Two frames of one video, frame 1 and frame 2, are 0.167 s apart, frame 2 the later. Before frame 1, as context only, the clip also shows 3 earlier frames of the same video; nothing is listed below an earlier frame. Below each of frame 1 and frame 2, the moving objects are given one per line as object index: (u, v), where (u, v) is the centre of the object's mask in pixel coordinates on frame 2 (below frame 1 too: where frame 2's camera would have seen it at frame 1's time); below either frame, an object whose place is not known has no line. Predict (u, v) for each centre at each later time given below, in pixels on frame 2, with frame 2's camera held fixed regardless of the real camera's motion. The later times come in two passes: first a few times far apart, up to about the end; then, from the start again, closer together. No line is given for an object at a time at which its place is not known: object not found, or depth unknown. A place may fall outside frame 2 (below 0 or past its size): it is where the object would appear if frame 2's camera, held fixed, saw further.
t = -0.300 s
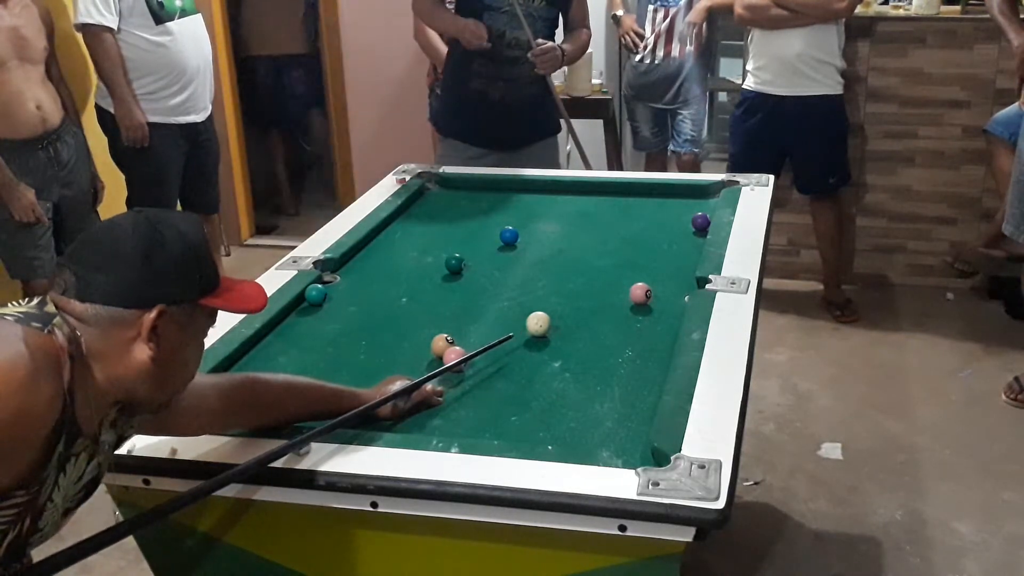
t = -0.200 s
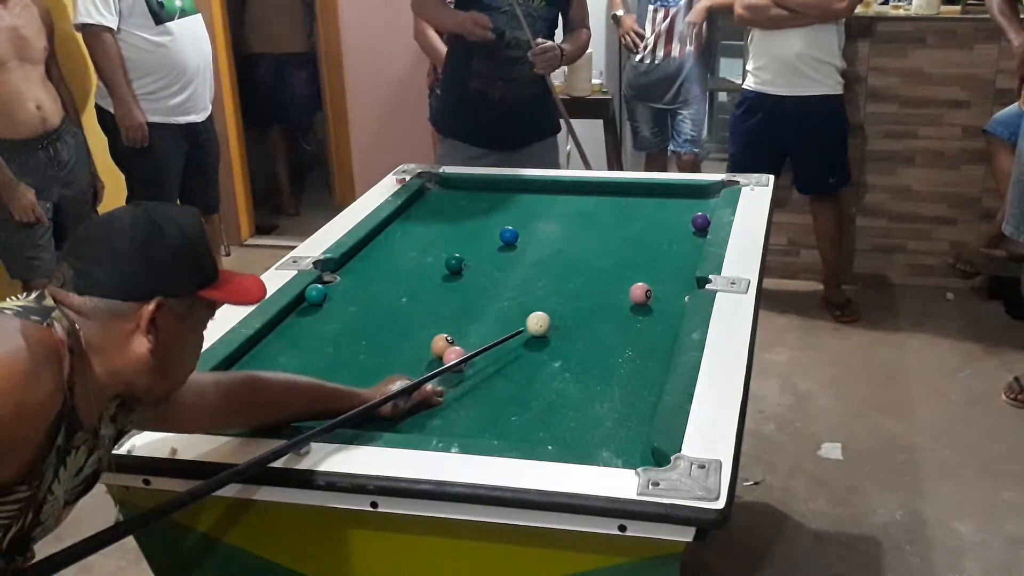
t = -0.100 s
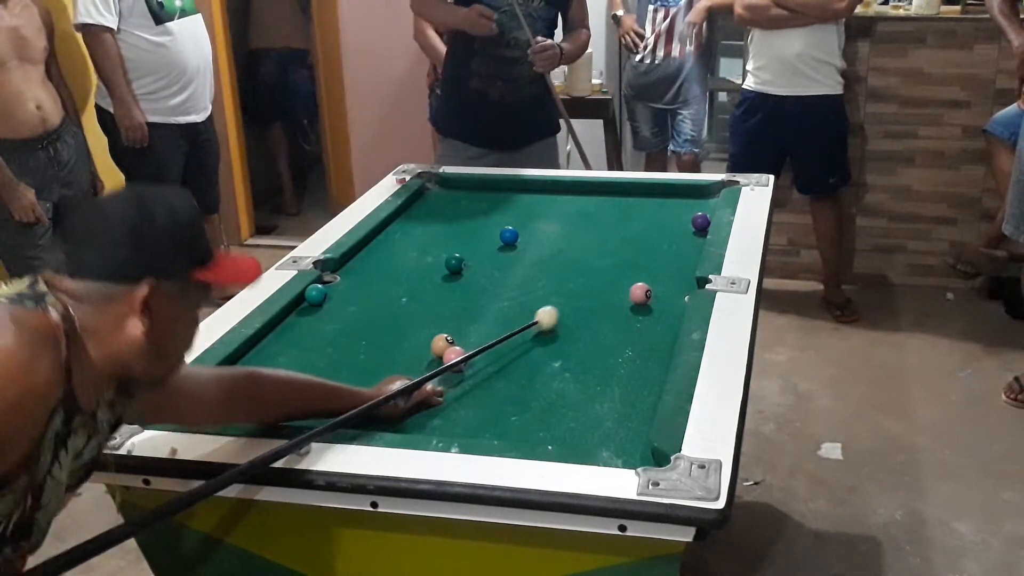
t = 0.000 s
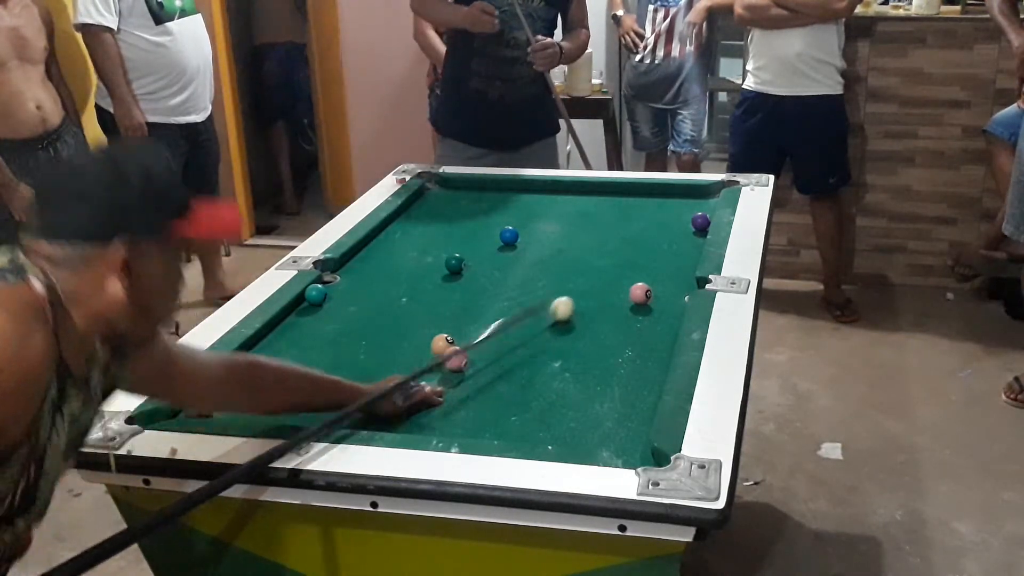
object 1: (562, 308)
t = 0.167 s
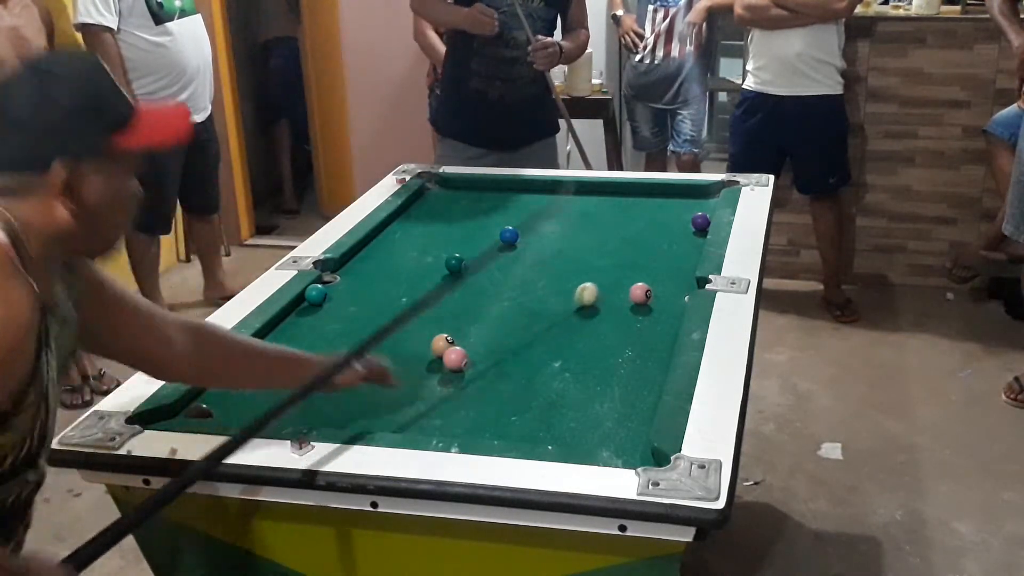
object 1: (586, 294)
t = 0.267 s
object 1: (601, 285)
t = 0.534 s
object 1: (635, 266)
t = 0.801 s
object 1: (664, 248)
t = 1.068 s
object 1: (691, 232)
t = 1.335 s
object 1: (695, 224)
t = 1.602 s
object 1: (688, 221)
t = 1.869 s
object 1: (683, 218)
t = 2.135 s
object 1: (679, 215)
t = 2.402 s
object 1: (678, 214)
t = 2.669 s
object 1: (676, 213)
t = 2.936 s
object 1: (676, 212)
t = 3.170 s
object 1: (676, 213)
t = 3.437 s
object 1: (676, 213)
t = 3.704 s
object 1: (675, 213)
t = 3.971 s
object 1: (676, 213)
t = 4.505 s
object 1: (676, 213)
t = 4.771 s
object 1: (676, 213)
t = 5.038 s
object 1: (676, 213)
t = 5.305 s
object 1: (676, 213)
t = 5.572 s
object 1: (676, 213)
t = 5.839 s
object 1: (676, 213)
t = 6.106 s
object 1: (676, 213)
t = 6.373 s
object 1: (676, 213)
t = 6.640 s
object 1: (676, 213)
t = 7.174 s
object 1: (676, 213)
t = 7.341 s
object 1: (676, 213)
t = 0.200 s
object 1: (591, 291)
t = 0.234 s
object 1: (596, 288)
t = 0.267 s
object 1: (601, 285)
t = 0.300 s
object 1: (605, 283)
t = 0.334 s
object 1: (610, 281)
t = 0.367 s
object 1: (614, 278)
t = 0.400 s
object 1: (618, 276)
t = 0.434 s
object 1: (622, 273)
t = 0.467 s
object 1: (626, 271)
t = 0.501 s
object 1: (630, 268)
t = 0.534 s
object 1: (635, 266)
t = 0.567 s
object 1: (638, 263)
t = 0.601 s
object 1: (642, 261)
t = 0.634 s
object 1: (646, 259)
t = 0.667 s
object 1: (650, 257)
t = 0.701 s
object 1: (653, 254)
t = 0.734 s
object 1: (657, 252)
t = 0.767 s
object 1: (661, 250)
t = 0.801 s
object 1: (664, 248)
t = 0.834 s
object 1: (668, 246)
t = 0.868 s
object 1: (671, 244)
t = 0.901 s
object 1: (675, 242)
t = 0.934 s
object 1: (678, 240)
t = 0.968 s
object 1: (682, 238)
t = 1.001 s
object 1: (685, 236)
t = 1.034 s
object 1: (688, 234)
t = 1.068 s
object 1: (691, 232)
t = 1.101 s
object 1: (695, 230)
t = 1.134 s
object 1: (698, 228)
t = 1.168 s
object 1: (699, 227)
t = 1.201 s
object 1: (698, 226)
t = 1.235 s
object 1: (697, 226)
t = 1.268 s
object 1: (696, 225)
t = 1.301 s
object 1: (696, 225)
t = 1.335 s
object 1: (695, 224)
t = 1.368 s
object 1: (694, 224)
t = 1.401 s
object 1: (693, 223)
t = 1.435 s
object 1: (692, 223)
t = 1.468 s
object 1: (691, 223)
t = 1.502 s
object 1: (690, 222)
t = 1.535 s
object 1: (689, 222)
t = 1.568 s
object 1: (688, 221)
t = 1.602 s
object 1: (688, 221)
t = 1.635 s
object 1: (688, 220)
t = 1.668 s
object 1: (687, 220)
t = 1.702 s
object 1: (686, 220)
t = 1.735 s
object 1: (685, 219)
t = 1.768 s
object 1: (685, 219)
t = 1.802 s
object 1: (684, 219)
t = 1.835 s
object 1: (683, 218)
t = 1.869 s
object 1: (683, 218)
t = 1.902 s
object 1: (682, 218)
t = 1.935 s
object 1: (682, 217)
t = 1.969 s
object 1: (681, 217)
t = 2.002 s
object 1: (681, 217)
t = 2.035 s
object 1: (680, 216)
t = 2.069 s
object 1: (680, 216)
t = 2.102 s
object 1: (680, 216)
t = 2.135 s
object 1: (679, 215)
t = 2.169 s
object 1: (679, 215)
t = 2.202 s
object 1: (679, 215)
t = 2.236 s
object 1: (679, 215)
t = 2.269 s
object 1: (678, 214)
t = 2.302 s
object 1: (678, 214)
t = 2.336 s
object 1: (678, 214)
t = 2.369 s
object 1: (678, 214)
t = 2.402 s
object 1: (678, 214)
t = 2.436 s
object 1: (677, 213)
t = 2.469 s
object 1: (677, 213)
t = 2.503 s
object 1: (677, 213)
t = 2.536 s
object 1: (676, 213)
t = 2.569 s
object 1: (676, 213)
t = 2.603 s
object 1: (676, 213)
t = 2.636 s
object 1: (676, 213)
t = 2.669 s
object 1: (676, 213)
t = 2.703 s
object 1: (676, 213)
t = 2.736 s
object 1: (676, 213)
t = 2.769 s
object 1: (676, 213)
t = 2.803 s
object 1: (676, 212)
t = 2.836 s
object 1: (676, 213)
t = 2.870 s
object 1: (676, 213)
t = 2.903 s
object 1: (676, 213)
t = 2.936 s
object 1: (676, 212)
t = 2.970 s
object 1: (676, 213)
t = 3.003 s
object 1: (676, 213)
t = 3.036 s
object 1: (676, 213)
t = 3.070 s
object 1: (676, 213)
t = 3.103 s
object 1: (676, 213)
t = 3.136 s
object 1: (676, 213)
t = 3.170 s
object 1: (676, 213)
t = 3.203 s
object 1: (676, 213)
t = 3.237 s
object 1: (676, 213)
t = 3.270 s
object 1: (676, 213)
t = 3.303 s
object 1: (676, 213)
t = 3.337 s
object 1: (676, 213)
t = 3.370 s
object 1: (676, 213)
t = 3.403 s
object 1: (676, 213)
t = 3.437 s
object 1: (676, 213)
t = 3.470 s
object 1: (676, 213)
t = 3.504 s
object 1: (676, 213)
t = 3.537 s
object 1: (676, 213)
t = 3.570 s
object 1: (676, 213)
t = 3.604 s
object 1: (676, 213)
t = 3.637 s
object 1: (677, 213)
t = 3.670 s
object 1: (676, 213)
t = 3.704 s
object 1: (675, 213)
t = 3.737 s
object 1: (676, 213)
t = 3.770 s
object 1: (676, 213)
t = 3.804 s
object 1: (676, 213)
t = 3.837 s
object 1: (676, 213)
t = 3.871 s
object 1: (676, 213)
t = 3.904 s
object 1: (676, 213)
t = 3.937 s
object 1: (676, 213)
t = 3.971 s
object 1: (676, 213)
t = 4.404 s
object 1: (672, 210)
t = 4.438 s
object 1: (675, 212)
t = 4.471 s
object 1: (676, 213)
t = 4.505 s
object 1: (676, 213)
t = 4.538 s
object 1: (676, 213)
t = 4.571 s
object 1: (676, 213)
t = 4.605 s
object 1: (676, 213)
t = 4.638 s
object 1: (676, 213)
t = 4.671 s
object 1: (676, 213)
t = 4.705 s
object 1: (676, 213)
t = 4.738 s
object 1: (676, 213)
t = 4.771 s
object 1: (676, 213)
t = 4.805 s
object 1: (676, 213)
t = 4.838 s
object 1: (676, 213)
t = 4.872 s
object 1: (676, 213)
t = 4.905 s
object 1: (676, 213)
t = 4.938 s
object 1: (676, 213)
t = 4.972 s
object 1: (676, 213)
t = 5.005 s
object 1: (676, 213)
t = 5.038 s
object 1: (676, 213)
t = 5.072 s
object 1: (676, 213)
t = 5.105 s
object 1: (676, 213)
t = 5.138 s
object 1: (676, 213)
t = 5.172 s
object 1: (676, 213)
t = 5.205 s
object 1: (676, 213)
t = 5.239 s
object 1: (676, 213)
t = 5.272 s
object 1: (676, 213)
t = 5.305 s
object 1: (676, 213)
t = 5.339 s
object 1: (676, 213)
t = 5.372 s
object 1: (676, 213)
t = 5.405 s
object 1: (676, 213)
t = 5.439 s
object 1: (676, 213)
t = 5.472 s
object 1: (676, 213)
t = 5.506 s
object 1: (676, 213)
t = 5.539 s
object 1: (676, 213)
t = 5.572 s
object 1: (676, 213)
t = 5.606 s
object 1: (676, 213)
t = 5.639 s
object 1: (676, 213)
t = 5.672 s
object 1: (676, 213)
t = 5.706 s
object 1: (676, 213)
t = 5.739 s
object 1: (676, 213)
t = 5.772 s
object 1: (676, 213)
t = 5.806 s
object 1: (676, 213)
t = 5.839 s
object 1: (676, 213)
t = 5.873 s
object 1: (676, 213)
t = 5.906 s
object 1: (676, 213)
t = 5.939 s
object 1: (676, 213)
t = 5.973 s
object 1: (676, 213)
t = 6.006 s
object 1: (676, 213)
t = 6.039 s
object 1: (676, 213)
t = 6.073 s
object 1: (676, 213)
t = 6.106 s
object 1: (676, 213)
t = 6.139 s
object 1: (676, 213)
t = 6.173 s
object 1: (676, 213)
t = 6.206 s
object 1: (676, 213)
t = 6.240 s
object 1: (676, 213)
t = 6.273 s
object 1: (676, 213)
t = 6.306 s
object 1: (676, 213)
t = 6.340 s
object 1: (676, 213)
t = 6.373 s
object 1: (676, 213)
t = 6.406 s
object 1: (676, 213)
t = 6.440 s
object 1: (676, 213)
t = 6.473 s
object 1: (676, 213)
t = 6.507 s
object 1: (676, 213)
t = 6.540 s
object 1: (676, 213)
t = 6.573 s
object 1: (676, 213)
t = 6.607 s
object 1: (676, 213)
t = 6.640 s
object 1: (676, 213)
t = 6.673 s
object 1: (676, 213)
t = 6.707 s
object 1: (676, 213)
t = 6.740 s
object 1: (674, 212)
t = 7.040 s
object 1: (676, 212)
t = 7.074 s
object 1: (676, 212)
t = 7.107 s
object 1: (676, 213)
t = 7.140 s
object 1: (676, 213)
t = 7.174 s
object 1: (676, 213)
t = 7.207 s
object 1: (676, 213)
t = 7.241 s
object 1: (676, 213)
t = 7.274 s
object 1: (676, 213)
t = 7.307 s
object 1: (676, 213)
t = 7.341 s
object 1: (676, 213)
